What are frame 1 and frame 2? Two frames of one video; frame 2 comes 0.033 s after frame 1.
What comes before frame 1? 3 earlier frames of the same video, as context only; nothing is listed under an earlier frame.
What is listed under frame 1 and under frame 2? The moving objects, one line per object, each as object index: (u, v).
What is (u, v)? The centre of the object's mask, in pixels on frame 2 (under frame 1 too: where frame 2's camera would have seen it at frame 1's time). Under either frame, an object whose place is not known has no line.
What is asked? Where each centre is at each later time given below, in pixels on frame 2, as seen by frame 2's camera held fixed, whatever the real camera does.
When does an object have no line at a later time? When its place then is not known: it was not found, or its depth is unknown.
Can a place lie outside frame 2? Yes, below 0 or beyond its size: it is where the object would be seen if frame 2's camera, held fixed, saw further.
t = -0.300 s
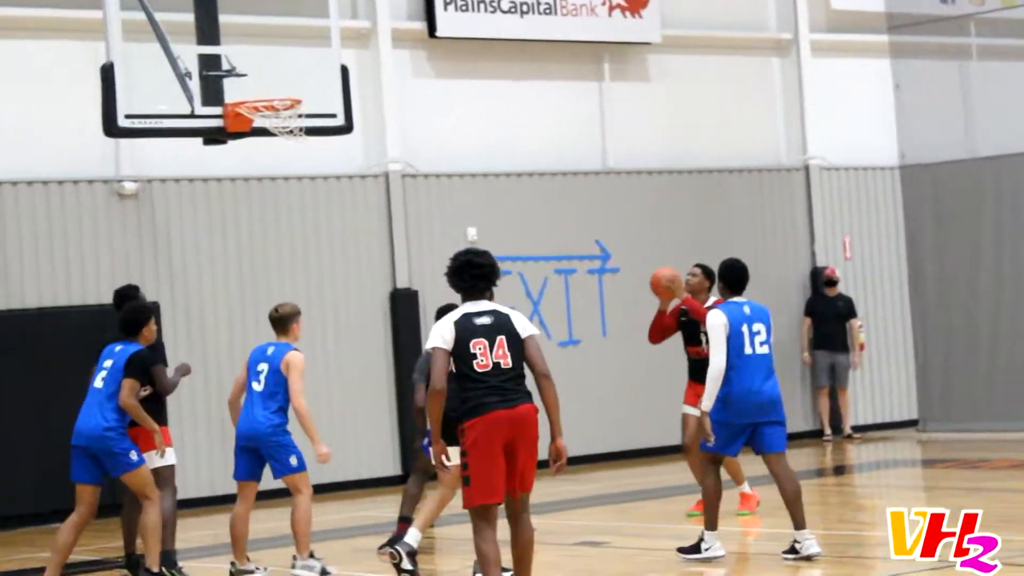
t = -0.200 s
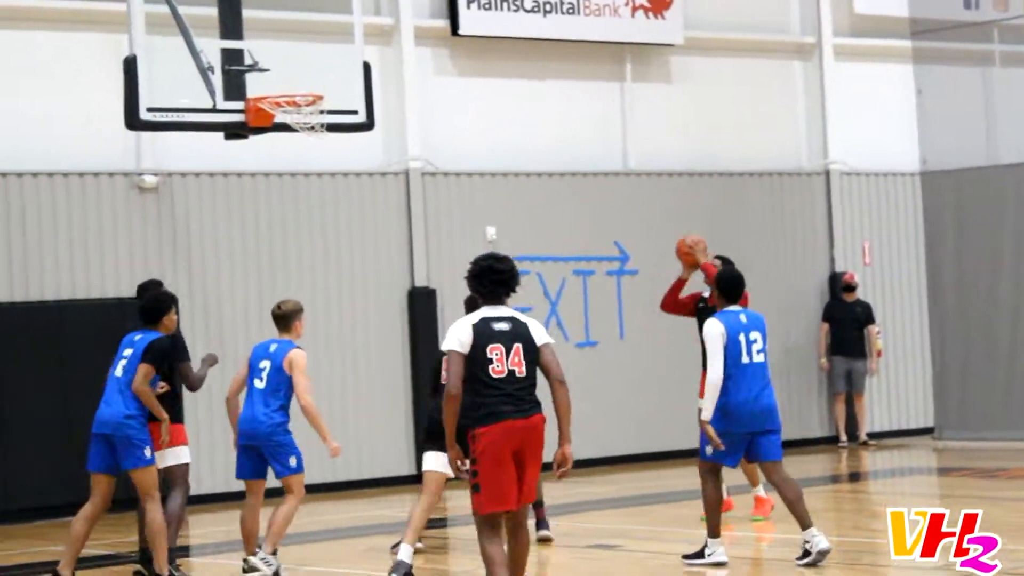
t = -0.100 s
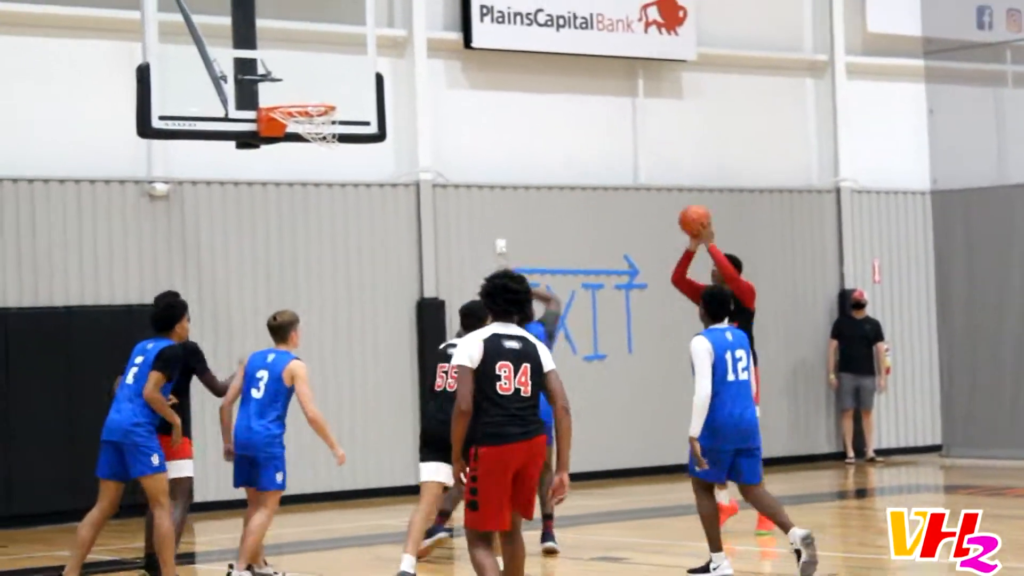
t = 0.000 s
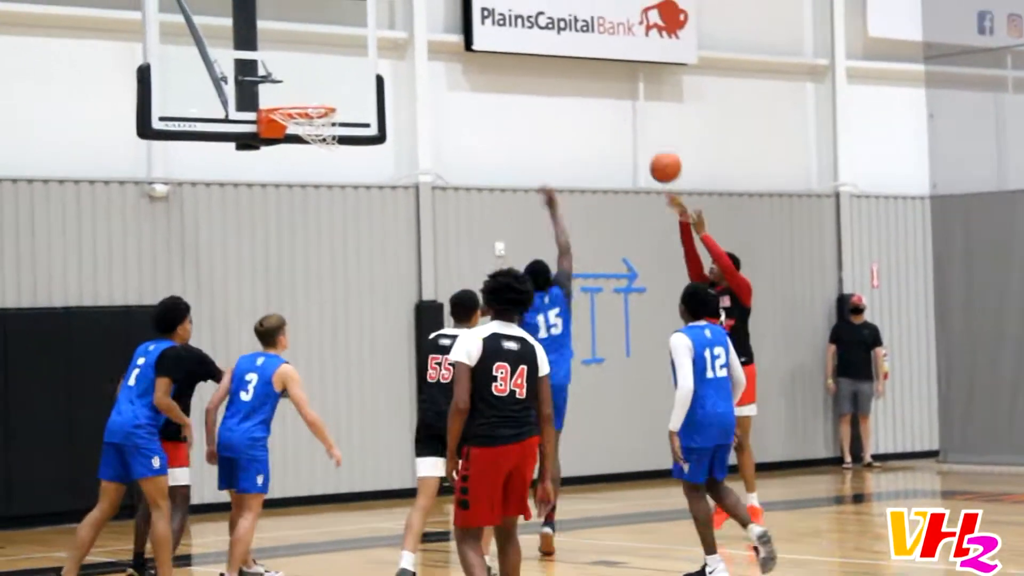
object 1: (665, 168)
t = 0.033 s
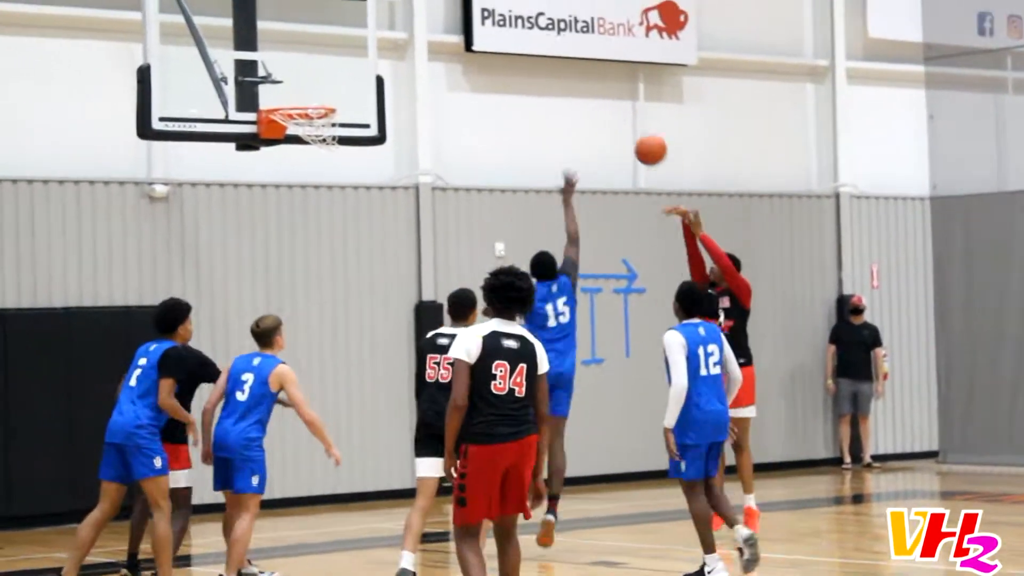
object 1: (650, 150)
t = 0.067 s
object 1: (636, 132)
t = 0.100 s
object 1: (622, 117)
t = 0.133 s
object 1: (605, 102)
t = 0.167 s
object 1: (590, 89)
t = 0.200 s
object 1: (575, 77)
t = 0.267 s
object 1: (545, 58)
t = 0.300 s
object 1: (531, 51)
